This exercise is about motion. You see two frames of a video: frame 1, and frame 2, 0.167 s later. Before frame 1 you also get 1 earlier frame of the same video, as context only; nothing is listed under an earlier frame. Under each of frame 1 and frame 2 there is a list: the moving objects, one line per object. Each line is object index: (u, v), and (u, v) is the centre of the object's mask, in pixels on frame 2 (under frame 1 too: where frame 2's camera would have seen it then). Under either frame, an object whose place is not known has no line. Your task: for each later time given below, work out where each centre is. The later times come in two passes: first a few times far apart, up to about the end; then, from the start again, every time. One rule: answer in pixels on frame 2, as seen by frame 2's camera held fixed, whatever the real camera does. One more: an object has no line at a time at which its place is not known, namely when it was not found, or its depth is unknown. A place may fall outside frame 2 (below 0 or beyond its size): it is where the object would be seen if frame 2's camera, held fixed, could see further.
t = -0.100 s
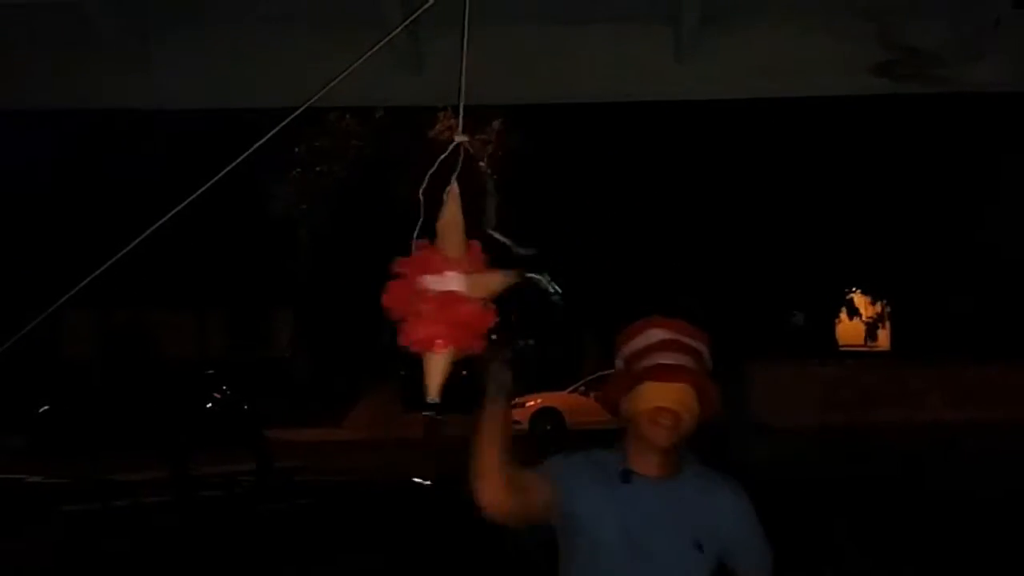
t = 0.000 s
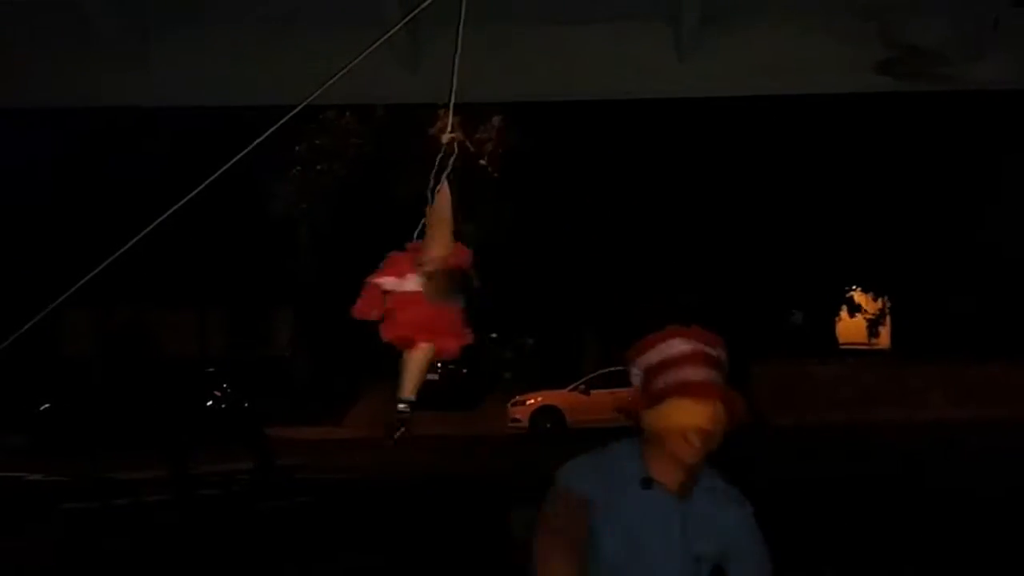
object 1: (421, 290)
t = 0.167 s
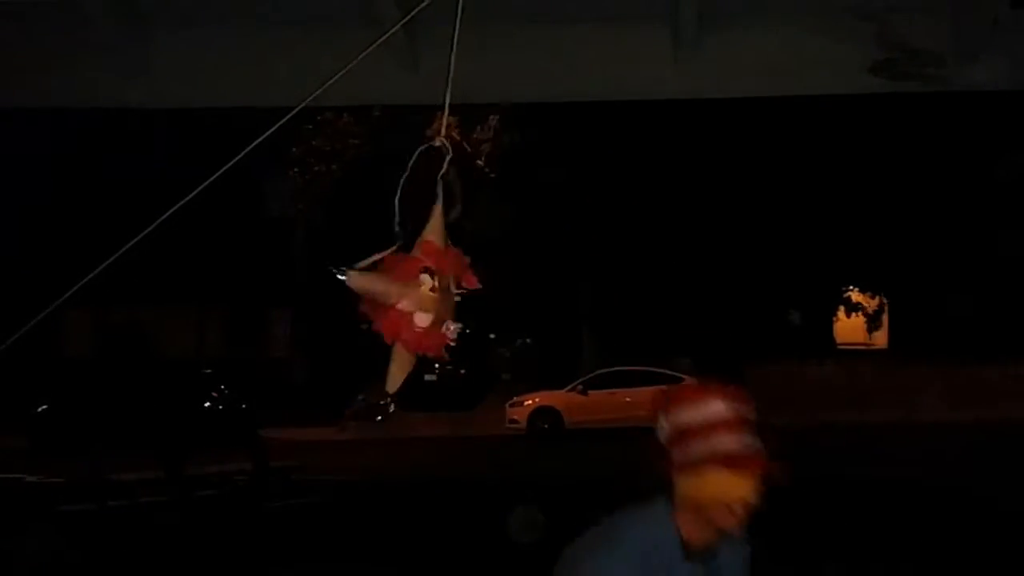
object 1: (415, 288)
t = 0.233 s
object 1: (417, 270)
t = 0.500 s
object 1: (468, 293)
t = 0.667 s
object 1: (496, 300)
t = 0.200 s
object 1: (416, 271)
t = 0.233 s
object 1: (417, 270)
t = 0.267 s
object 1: (420, 267)
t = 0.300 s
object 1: (422, 267)
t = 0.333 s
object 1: (425, 264)
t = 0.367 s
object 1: (434, 282)
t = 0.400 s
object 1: (444, 272)
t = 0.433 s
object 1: (452, 275)
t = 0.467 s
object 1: (459, 296)
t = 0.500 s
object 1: (468, 293)
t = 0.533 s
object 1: (478, 290)
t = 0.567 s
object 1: (486, 296)
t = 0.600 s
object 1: (489, 298)
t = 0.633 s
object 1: (492, 298)
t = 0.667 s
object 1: (496, 300)
